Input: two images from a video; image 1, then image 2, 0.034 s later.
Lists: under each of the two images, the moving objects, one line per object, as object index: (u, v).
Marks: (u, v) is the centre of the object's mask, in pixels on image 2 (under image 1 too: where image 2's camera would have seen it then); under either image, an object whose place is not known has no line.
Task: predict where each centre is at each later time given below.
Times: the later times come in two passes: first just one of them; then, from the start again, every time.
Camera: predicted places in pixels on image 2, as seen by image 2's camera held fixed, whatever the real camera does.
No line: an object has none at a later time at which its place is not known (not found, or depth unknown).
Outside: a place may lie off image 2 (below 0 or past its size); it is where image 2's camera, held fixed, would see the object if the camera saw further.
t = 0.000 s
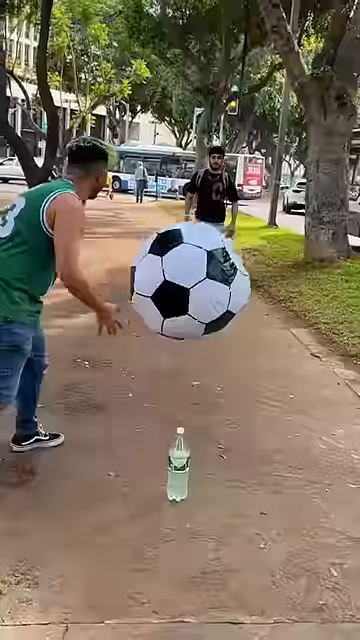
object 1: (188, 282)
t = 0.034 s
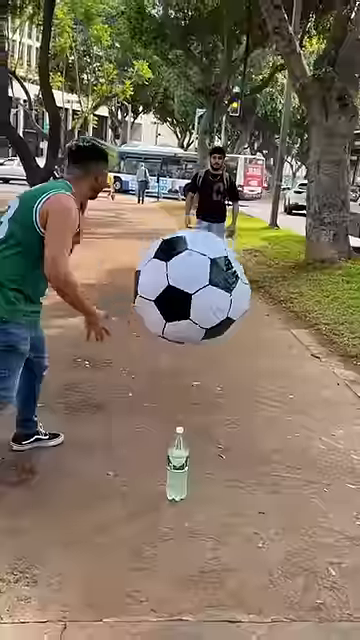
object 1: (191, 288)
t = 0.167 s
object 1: (196, 317)
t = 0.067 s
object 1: (193, 295)
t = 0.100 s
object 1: (194, 301)
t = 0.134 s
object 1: (195, 309)
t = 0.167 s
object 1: (196, 317)
